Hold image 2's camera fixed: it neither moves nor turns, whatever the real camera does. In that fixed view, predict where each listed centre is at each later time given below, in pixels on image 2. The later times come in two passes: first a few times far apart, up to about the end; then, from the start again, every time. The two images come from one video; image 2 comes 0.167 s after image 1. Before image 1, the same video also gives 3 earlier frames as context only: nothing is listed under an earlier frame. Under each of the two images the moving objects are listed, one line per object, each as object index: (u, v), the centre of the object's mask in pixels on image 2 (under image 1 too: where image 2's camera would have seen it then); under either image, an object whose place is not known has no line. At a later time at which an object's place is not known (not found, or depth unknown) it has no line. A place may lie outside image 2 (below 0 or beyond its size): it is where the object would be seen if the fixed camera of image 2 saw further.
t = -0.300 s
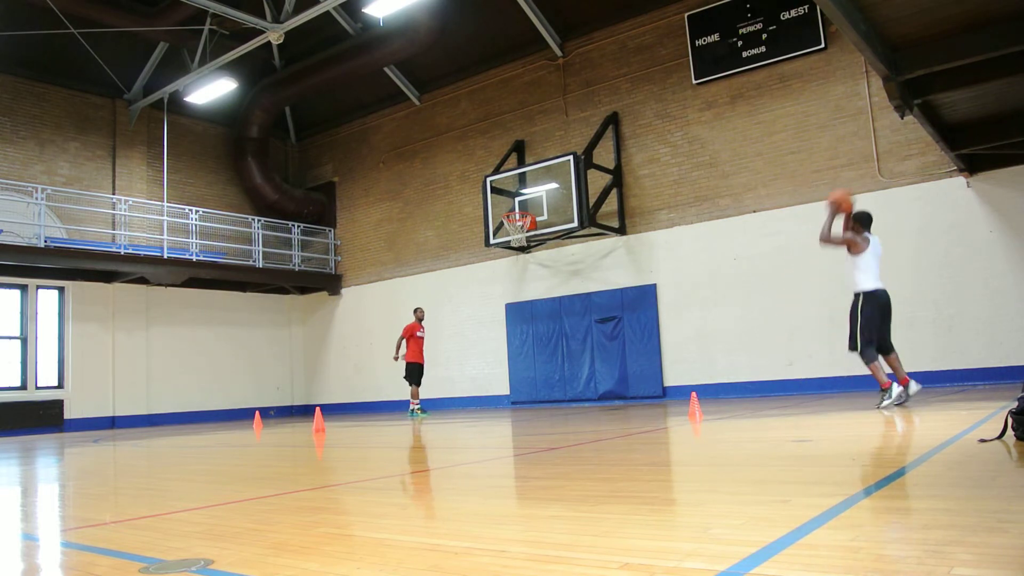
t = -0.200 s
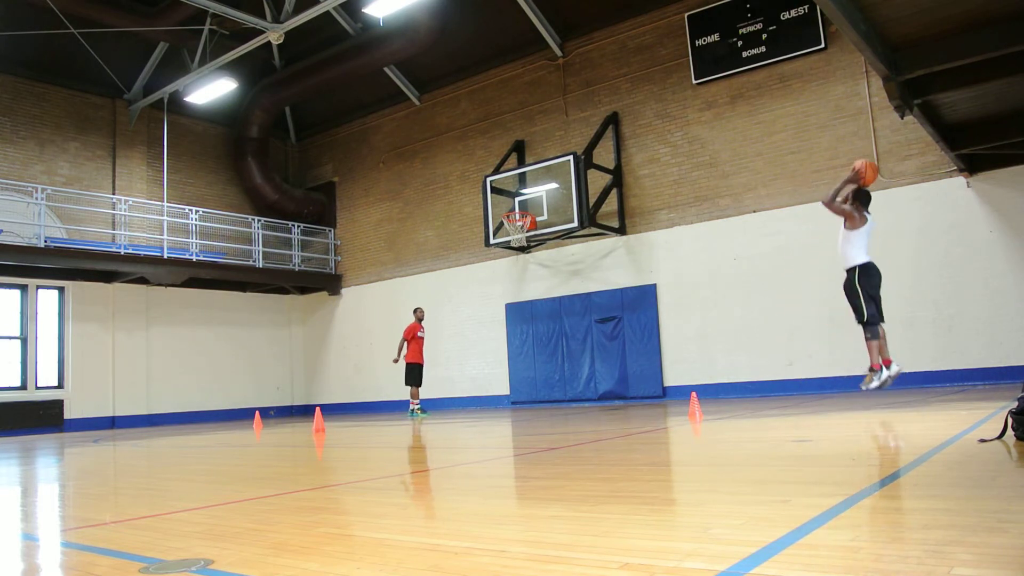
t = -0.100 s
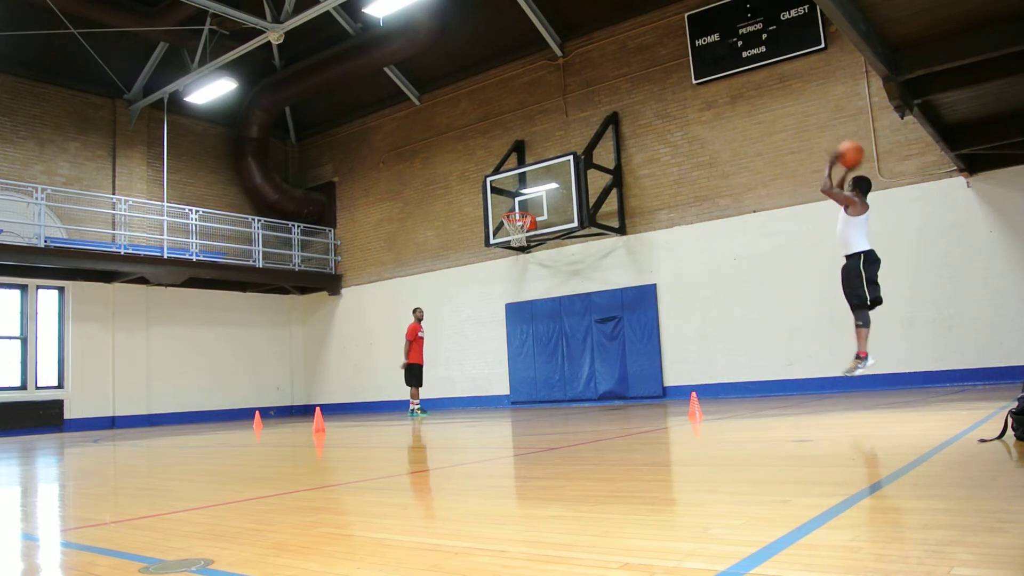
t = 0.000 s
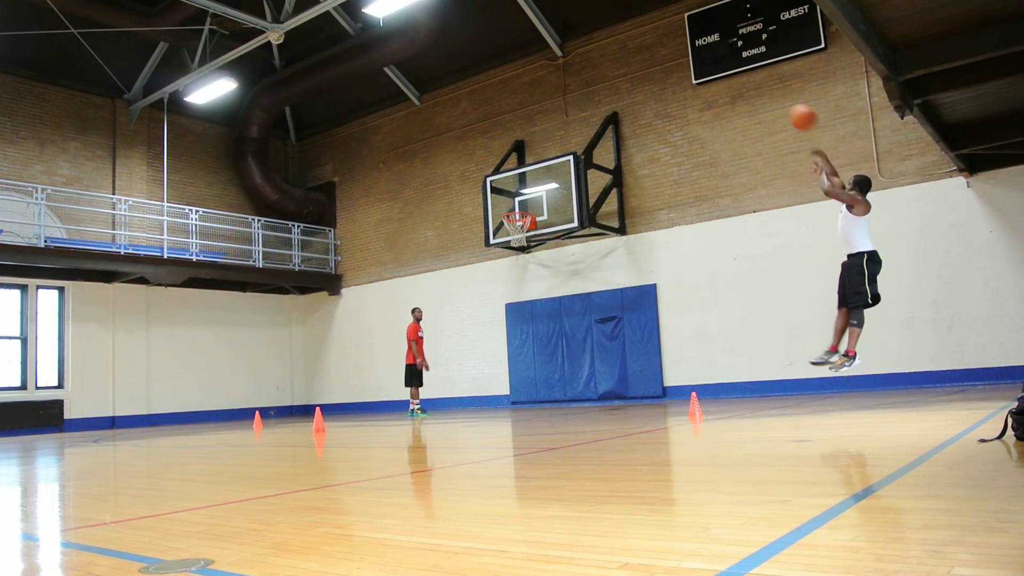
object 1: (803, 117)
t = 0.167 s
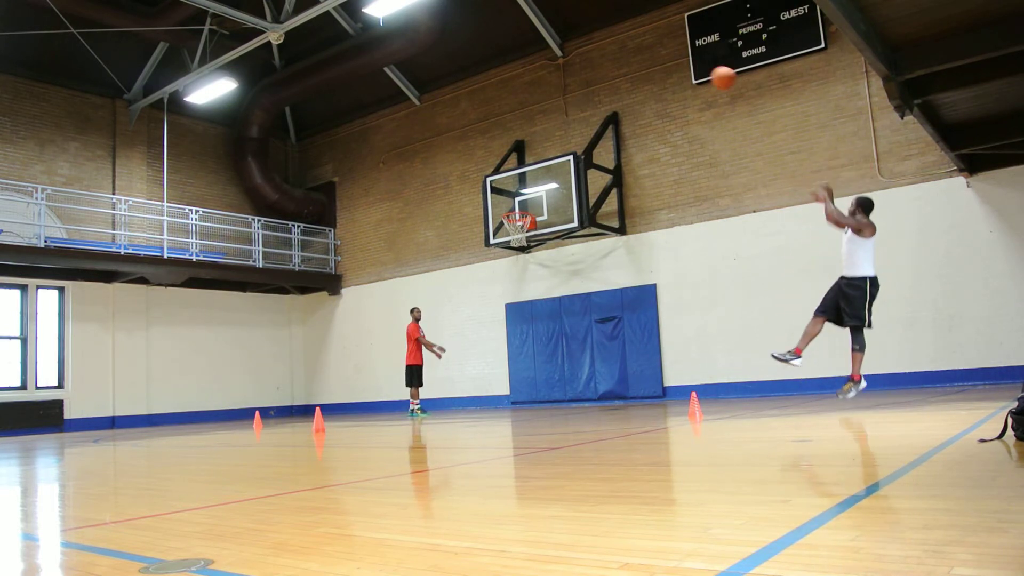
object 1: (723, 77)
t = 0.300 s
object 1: (672, 68)
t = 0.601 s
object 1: (587, 95)
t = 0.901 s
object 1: (526, 171)
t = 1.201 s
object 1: (522, 207)
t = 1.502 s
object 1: (513, 202)
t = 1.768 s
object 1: (508, 249)
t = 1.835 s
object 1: (507, 269)
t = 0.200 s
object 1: (709, 73)
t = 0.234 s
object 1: (696, 70)
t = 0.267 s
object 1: (684, 69)
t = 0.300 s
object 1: (672, 68)
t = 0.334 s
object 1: (661, 68)
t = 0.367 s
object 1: (650, 69)
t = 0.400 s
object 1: (640, 71)
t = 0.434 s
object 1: (630, 73)
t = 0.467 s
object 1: (621, 76)
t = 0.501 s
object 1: (612, 80)
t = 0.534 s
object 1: (603, 85)
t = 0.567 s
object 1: (595, 89)
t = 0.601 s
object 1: (587, 95)
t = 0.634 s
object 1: (579, 102)
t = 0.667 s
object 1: (571, 109)
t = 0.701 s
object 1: (564, 116)
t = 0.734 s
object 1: (557, 124)
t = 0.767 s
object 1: (551, 133)
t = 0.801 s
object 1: (545, 141)
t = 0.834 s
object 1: (538, 151)
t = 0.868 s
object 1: (532, 160)
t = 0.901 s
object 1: (526, 171)
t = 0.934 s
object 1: (521, 182)
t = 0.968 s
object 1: (515, 194)
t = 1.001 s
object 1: (510, 205)
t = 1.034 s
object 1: (508, 210)
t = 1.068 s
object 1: (508, 211)
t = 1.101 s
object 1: (513, 210)
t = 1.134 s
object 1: (517, 209)
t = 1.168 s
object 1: (521, 209)
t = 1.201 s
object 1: (522, 207)
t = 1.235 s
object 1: (521, 204)
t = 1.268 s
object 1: (519, 202)
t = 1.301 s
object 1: (518, 200)
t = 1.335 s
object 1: (517, 199)
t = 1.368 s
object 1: (516, 198)
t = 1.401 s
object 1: (516, 198)
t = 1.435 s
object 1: (515, 199)
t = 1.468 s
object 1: (514, 200)
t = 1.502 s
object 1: (513, 202)
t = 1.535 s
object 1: (512, 206)
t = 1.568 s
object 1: (512, 209)
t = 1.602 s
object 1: (511, 214)
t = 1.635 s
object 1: (510, 219)
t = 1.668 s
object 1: (509, 225)
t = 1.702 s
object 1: (509, 232)
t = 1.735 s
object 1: (509, 240)
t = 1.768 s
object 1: (508, 249)
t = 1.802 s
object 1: (508, 258)
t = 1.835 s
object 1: (507, 269)
